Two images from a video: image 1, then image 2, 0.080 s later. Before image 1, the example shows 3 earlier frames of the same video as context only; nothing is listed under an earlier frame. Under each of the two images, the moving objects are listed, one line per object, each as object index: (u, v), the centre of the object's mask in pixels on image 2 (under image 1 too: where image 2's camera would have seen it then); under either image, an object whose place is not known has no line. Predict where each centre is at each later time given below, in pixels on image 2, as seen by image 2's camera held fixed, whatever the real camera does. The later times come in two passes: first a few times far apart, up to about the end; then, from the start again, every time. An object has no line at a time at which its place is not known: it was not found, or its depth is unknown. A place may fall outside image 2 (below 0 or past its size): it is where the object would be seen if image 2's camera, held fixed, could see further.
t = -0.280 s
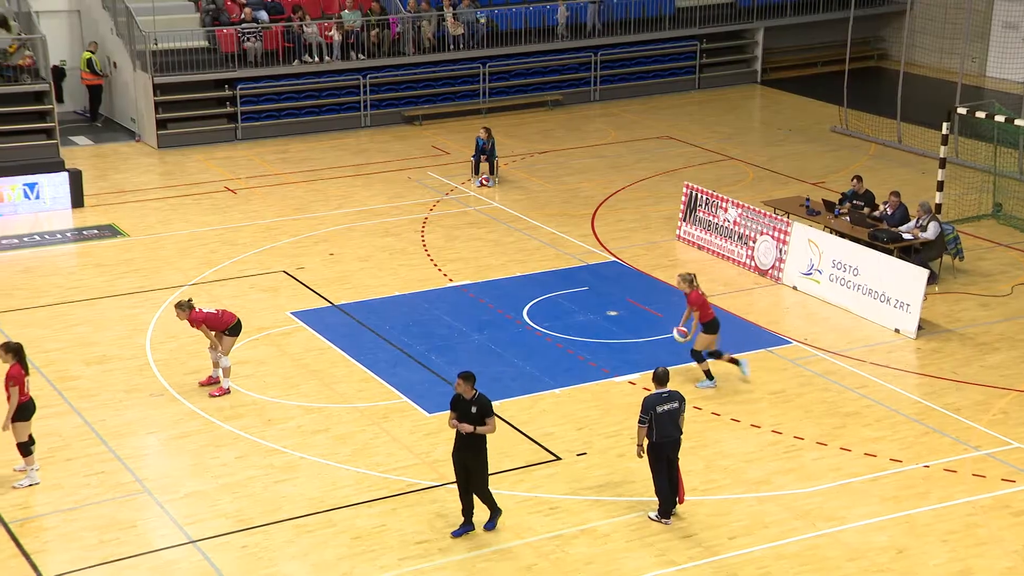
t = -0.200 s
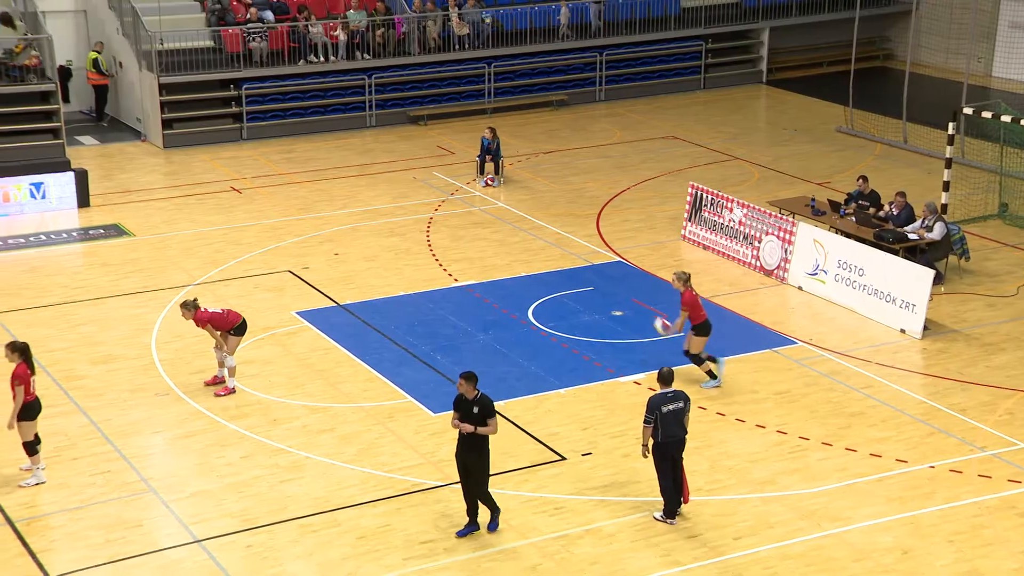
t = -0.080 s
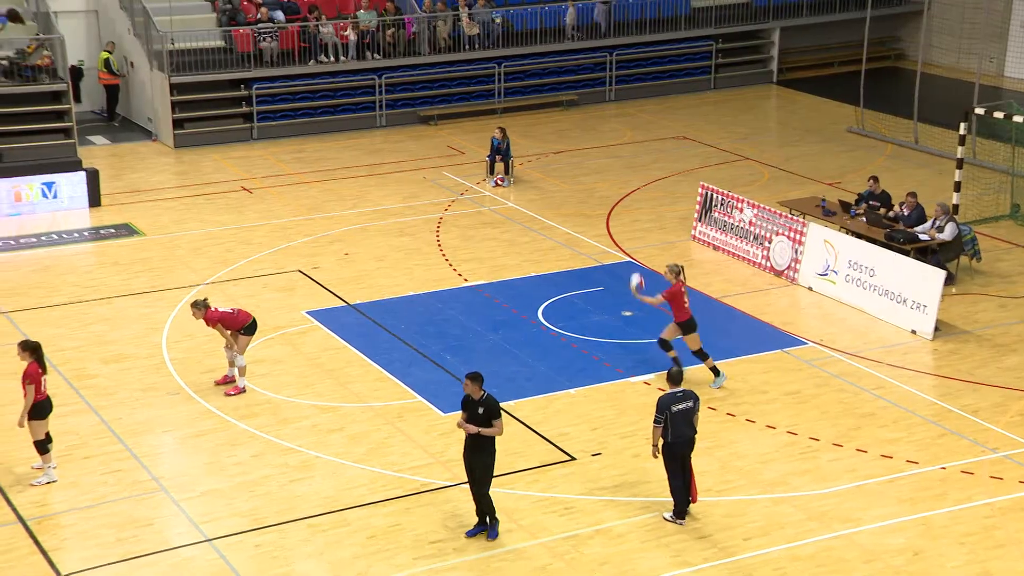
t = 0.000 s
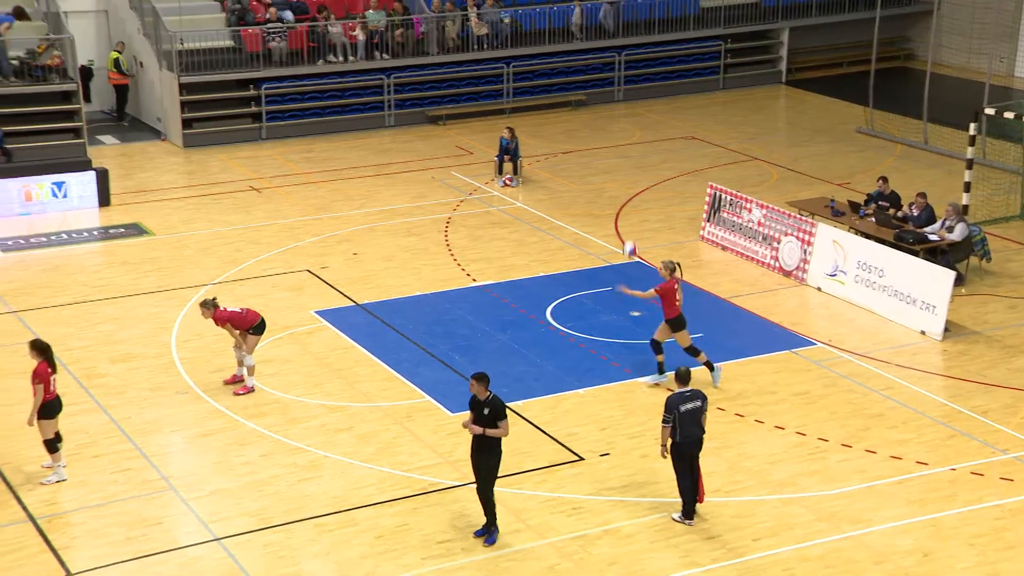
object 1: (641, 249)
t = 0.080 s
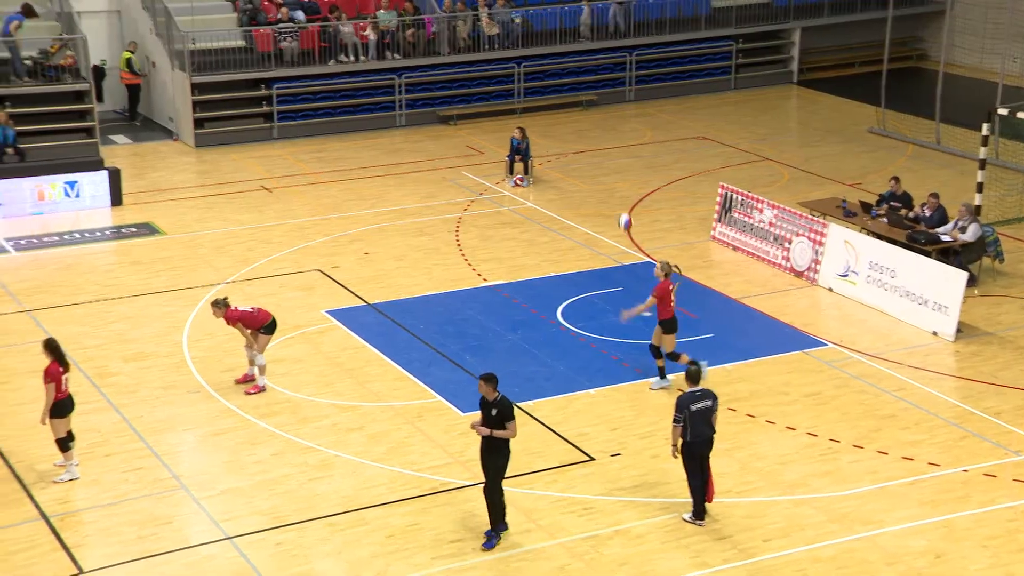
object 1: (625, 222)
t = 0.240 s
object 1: (595, 180)
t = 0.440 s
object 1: (557, 155)
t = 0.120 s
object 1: (618, 210)
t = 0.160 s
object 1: (610, 199)
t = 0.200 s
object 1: (603, 189)
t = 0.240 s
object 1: (595, 180)
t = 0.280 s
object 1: (587, 173)
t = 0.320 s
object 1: (580, 167)
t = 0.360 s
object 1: (572, 162)
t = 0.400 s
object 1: (565, 158)
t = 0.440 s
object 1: (557, 155)
